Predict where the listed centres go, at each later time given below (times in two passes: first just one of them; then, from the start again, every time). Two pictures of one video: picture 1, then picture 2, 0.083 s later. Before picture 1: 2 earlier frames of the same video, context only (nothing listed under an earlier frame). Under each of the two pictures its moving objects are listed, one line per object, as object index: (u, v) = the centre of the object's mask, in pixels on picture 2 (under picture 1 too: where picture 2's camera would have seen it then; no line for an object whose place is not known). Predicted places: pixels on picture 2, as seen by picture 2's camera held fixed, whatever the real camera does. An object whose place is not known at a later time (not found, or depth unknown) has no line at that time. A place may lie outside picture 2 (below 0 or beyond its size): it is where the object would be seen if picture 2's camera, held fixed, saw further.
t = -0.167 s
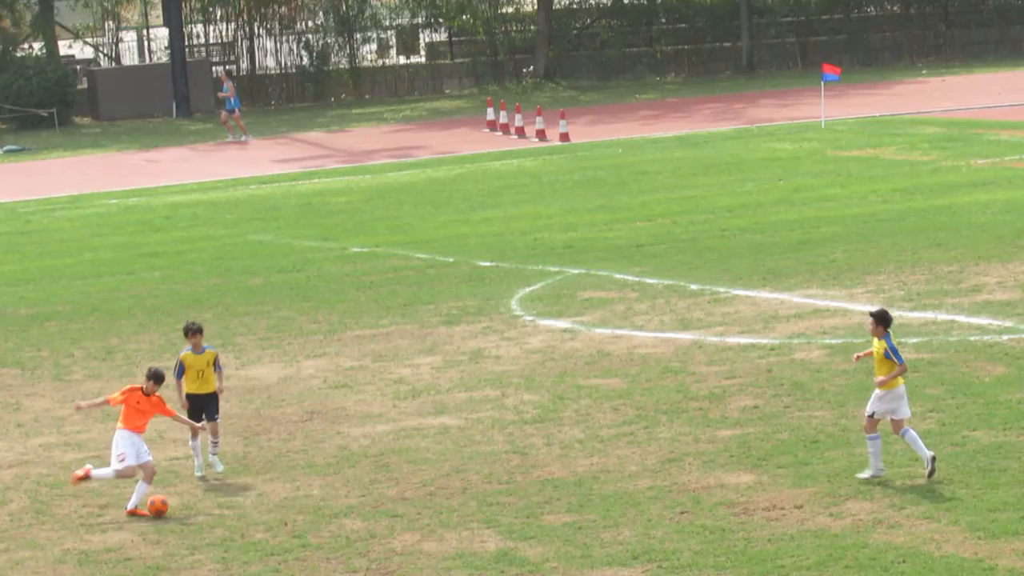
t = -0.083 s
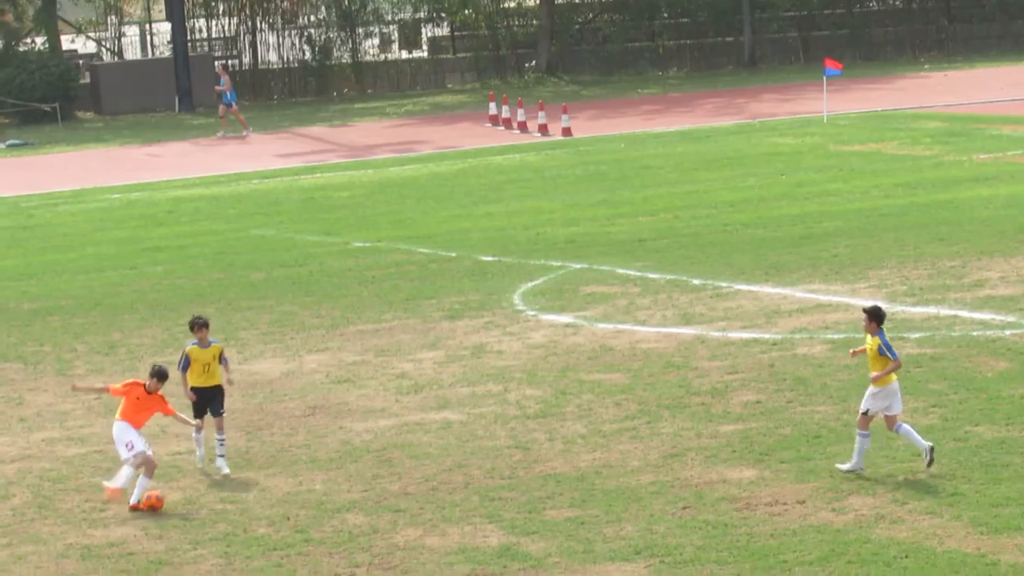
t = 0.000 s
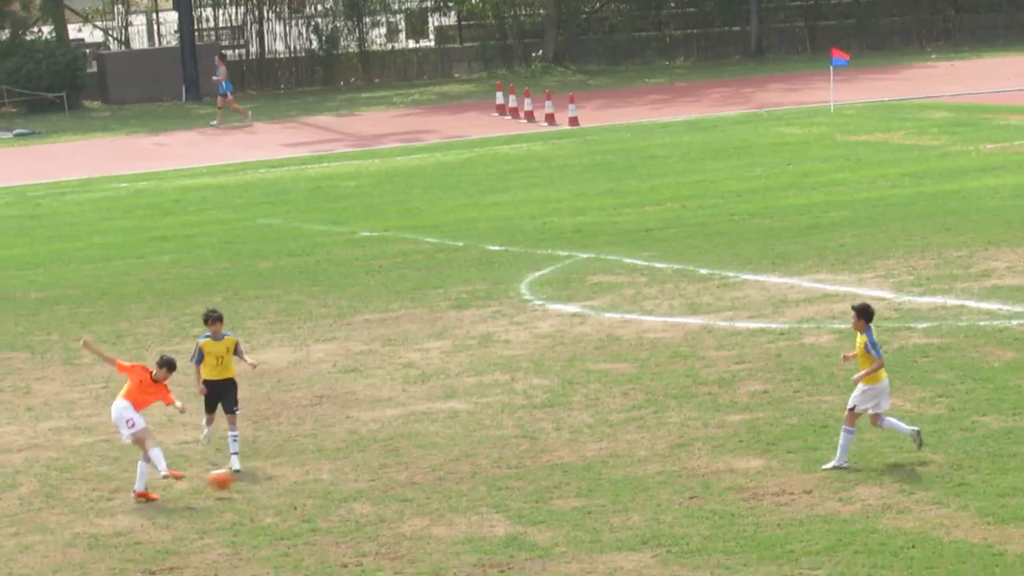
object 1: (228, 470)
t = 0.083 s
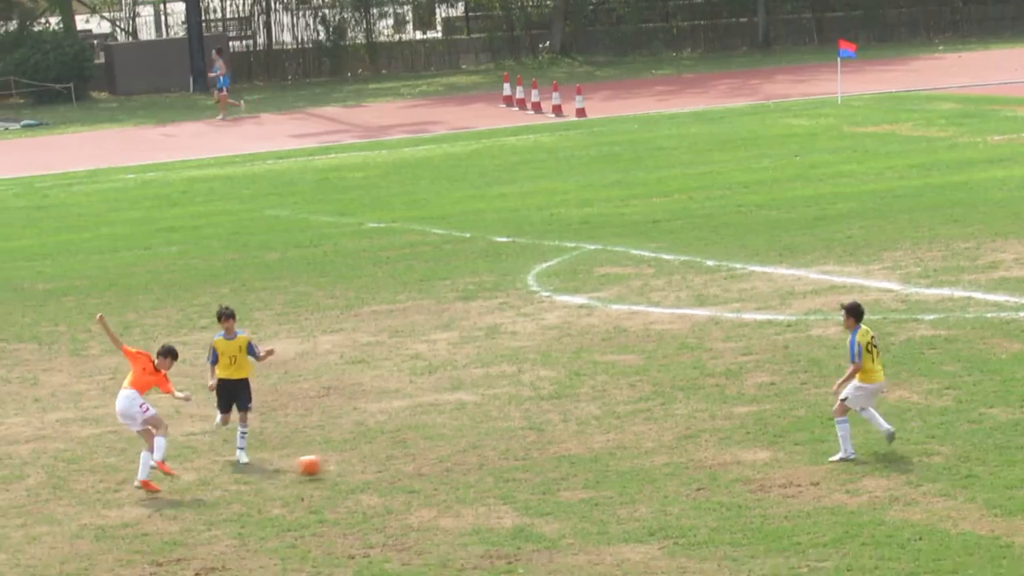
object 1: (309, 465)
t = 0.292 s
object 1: (482, 446)
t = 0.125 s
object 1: (348, 463)
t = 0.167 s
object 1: (382, 456)
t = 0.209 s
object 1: (415, 451)
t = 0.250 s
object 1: (449, 447)
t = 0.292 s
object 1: (482, 446)
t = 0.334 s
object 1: (513, 442)
